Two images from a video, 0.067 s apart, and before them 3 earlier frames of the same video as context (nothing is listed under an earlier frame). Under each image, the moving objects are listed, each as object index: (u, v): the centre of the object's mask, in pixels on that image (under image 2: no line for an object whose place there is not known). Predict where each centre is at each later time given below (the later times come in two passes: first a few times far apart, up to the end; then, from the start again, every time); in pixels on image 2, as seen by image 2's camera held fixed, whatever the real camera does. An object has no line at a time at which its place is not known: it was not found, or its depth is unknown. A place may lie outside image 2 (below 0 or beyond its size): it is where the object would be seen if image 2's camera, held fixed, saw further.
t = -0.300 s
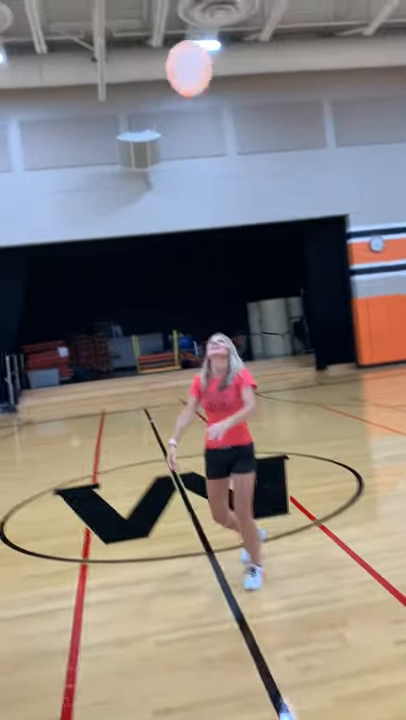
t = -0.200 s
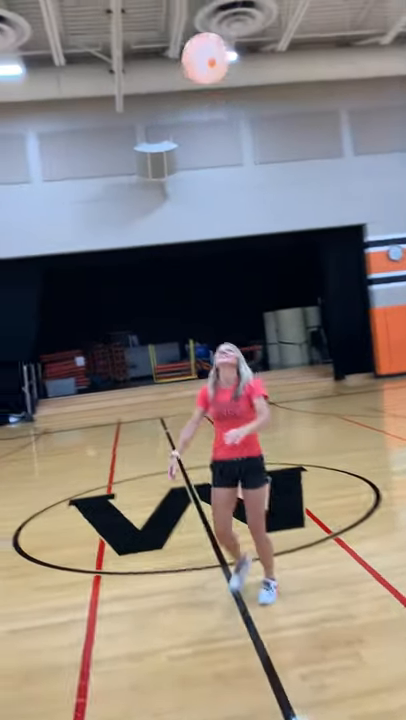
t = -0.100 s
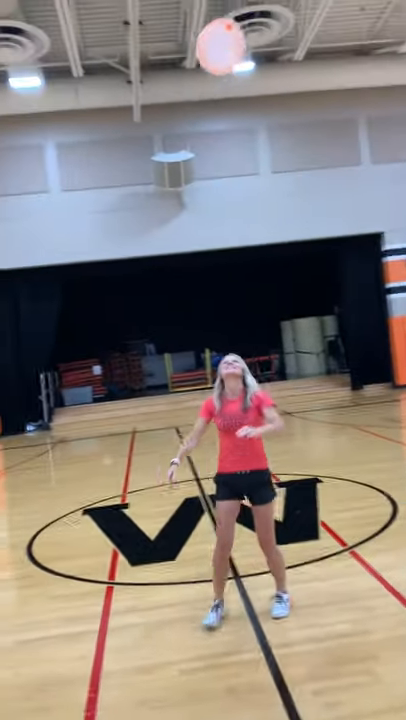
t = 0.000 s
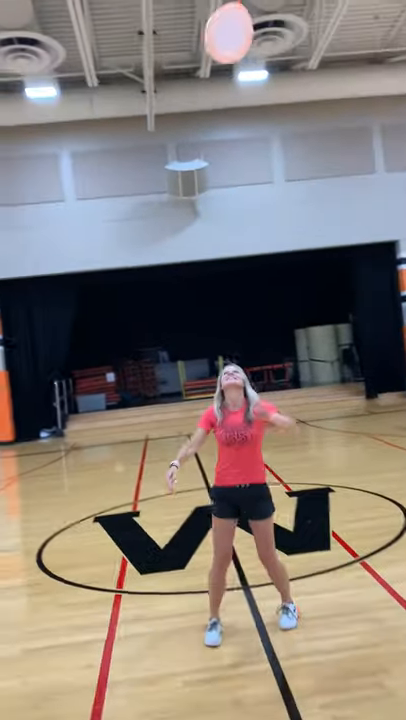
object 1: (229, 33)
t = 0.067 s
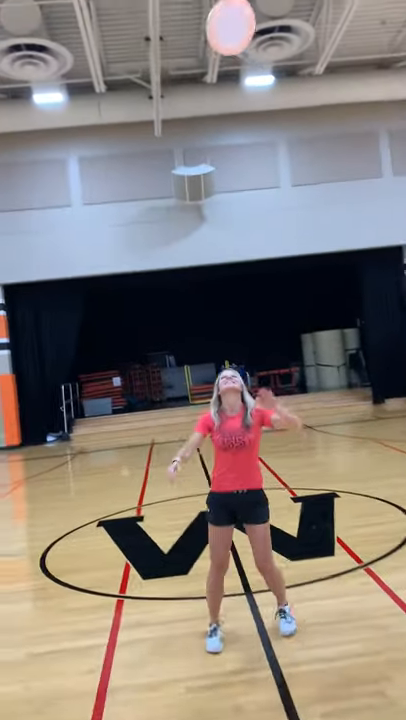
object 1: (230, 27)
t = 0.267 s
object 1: (219, 5)
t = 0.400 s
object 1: (214, -2)
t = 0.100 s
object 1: (229, 22)
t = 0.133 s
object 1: (226, 18)
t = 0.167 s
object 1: (224, 14)
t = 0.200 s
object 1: (222, 10)
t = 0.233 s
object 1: (221, 7)
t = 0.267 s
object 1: (219, 5)
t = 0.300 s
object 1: (218, 3)
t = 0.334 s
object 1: (217, 0)
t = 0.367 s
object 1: (216, -1)
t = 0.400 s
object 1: (214, -2)
